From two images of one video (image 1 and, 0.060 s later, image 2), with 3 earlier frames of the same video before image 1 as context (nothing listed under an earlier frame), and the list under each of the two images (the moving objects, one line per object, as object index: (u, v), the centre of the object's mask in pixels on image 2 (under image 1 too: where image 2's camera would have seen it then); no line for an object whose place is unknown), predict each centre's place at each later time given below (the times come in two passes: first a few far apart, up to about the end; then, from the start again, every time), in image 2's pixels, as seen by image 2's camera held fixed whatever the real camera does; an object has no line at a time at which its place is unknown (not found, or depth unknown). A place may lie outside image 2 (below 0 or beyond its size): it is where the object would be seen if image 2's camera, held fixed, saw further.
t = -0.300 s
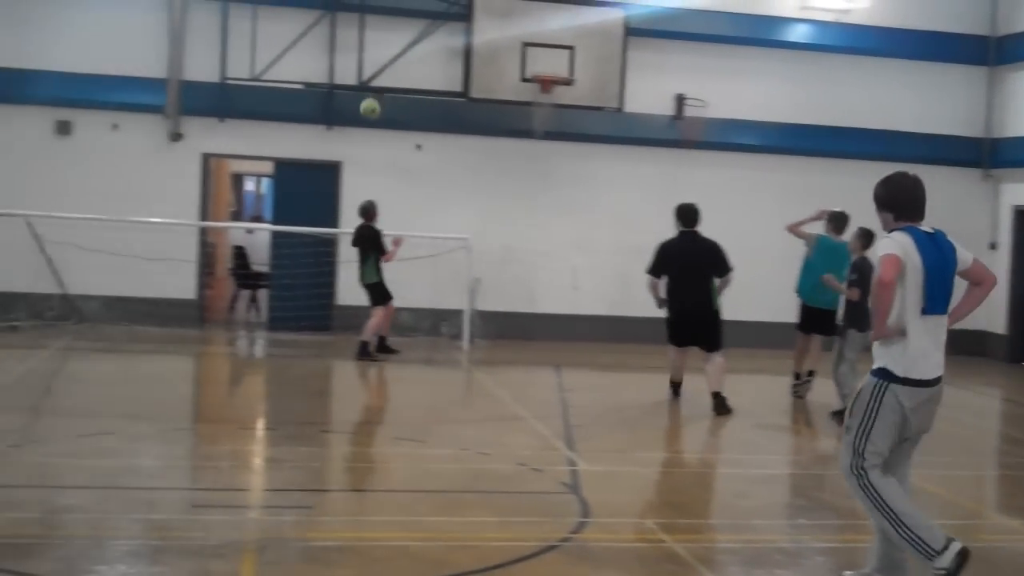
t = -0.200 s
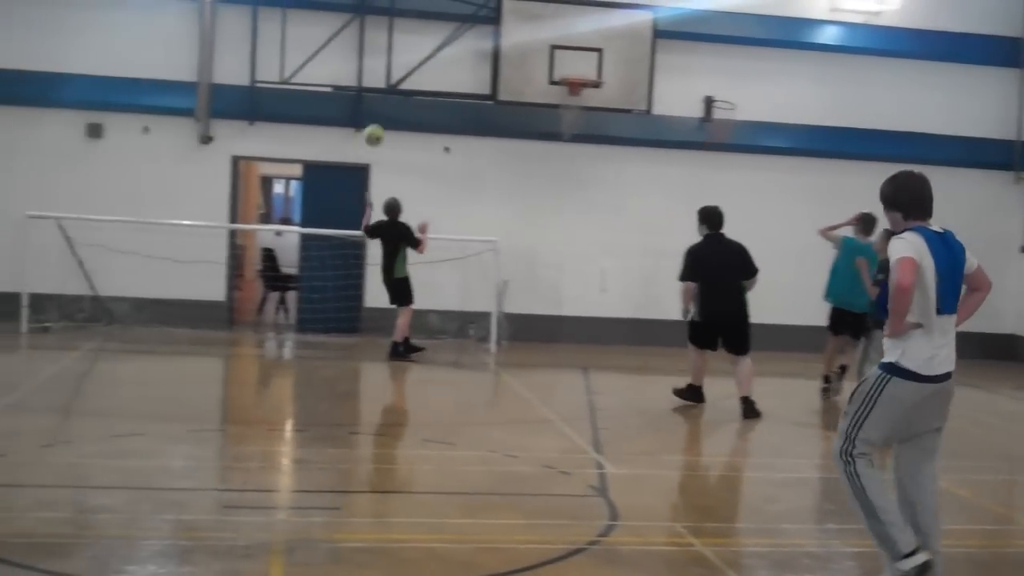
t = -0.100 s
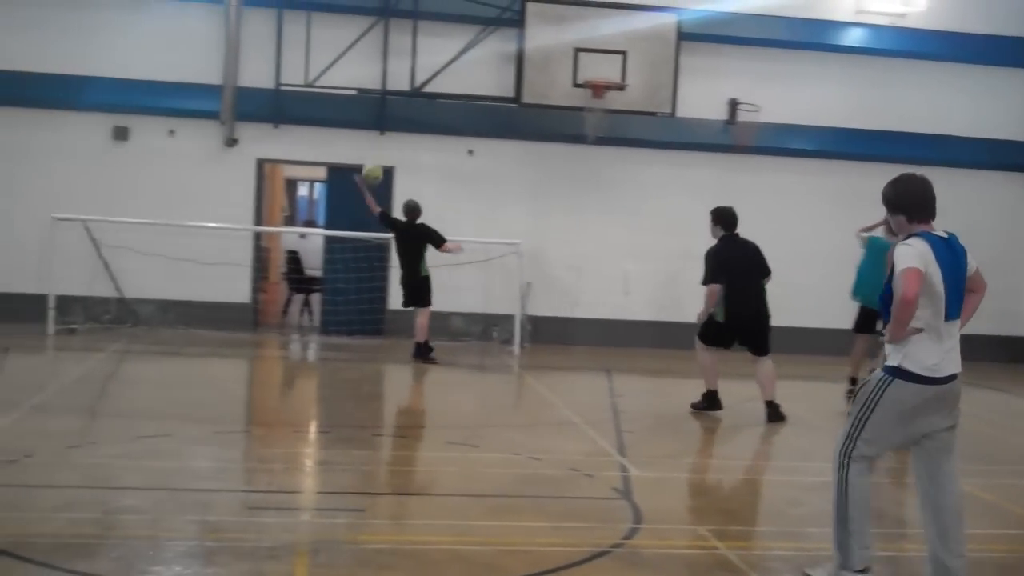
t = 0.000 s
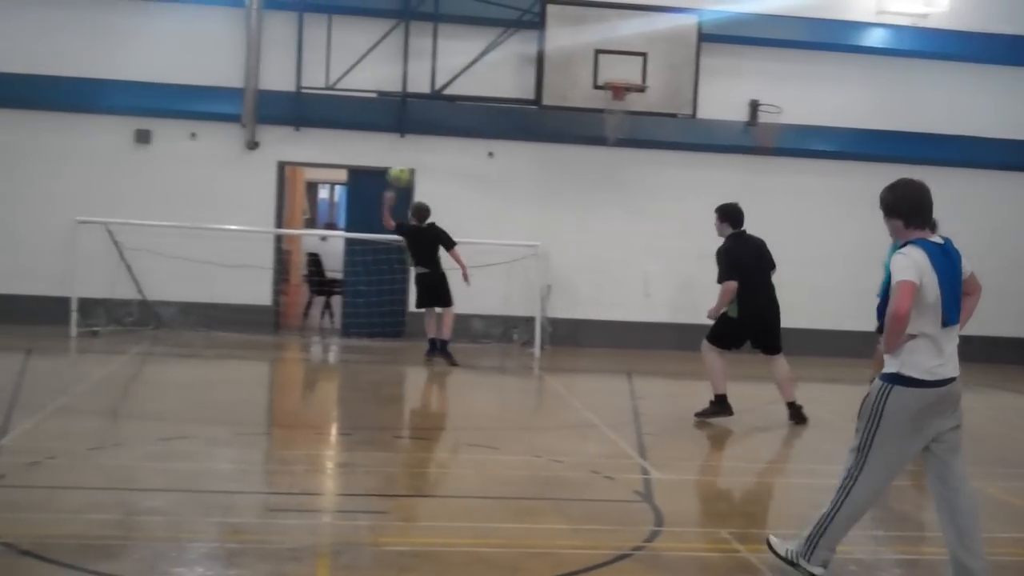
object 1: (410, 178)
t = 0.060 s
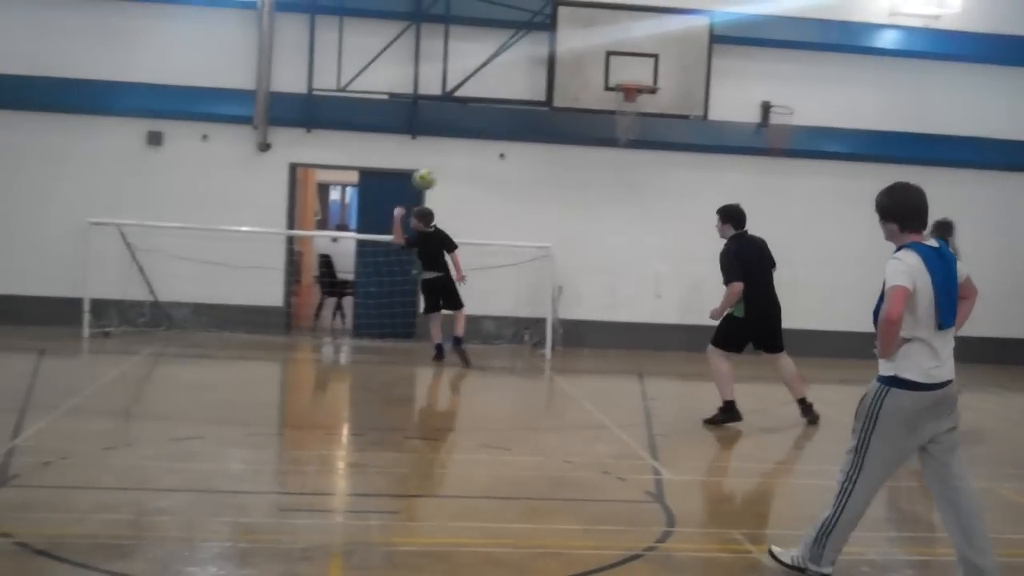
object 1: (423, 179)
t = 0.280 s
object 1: (476, 218)
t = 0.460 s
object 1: (517, 287)
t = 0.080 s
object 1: (428, 181)
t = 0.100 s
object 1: (432, 182)
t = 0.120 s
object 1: (438, 184)
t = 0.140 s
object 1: (443, 187)
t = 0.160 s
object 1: (448, 190)
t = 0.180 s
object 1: (453, 194)
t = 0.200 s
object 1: (457, 198)
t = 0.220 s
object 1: (462, 202)
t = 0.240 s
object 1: (467, 207)
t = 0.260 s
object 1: (472, 212)
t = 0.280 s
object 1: (476, 218)
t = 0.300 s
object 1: (481, 224)
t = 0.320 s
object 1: (485, 230)
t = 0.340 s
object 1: (490, 236)
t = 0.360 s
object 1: (494, 244)
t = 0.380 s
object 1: (498, 251)
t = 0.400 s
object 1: (504, 260)
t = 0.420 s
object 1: (508, 269)
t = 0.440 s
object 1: (513, 278)
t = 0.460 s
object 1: (517, 287)
